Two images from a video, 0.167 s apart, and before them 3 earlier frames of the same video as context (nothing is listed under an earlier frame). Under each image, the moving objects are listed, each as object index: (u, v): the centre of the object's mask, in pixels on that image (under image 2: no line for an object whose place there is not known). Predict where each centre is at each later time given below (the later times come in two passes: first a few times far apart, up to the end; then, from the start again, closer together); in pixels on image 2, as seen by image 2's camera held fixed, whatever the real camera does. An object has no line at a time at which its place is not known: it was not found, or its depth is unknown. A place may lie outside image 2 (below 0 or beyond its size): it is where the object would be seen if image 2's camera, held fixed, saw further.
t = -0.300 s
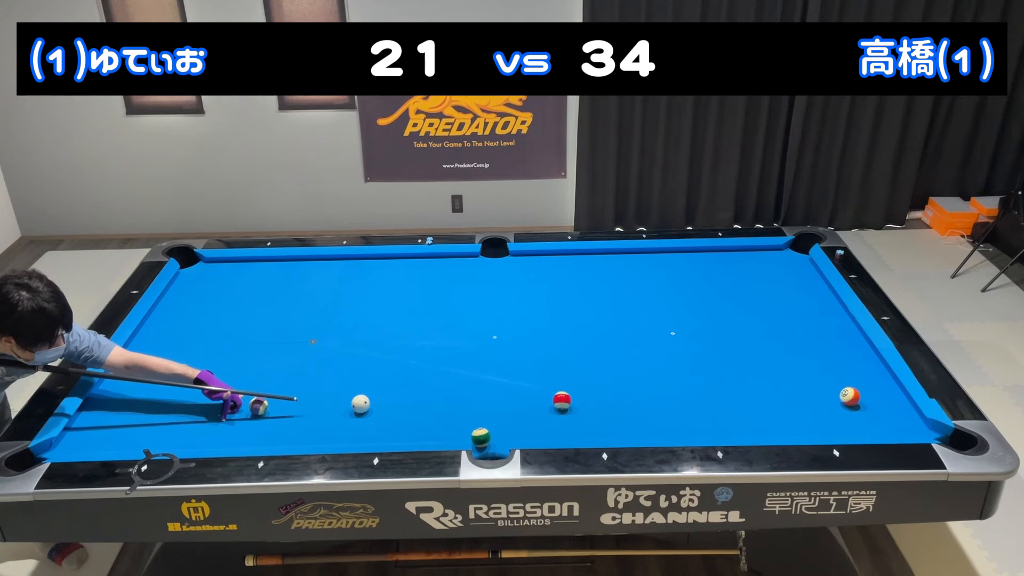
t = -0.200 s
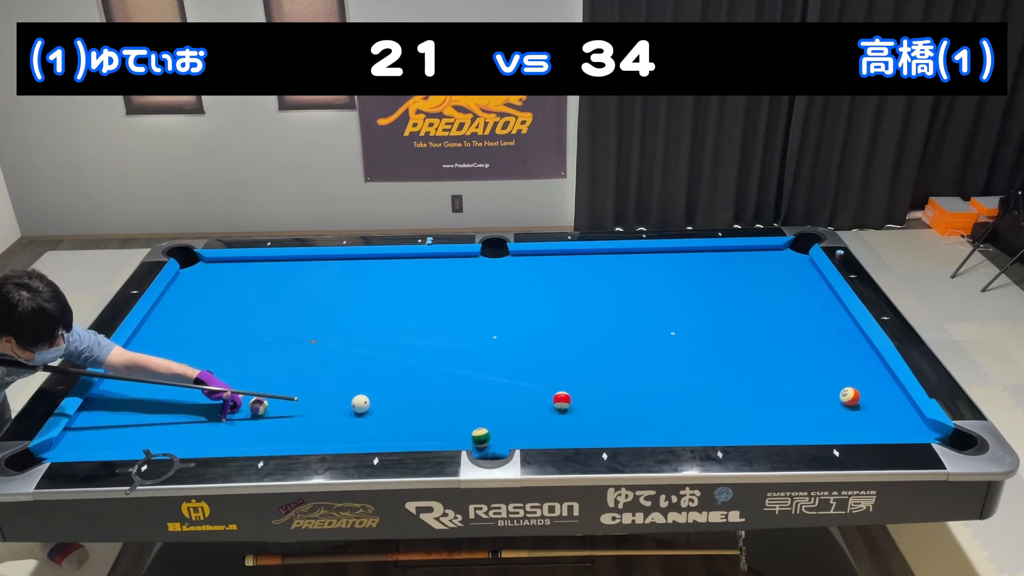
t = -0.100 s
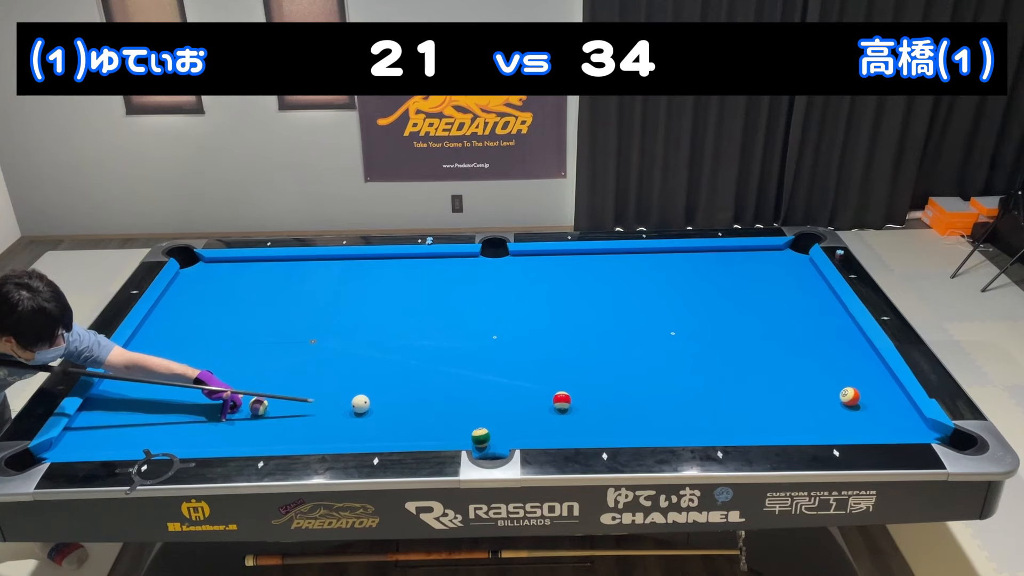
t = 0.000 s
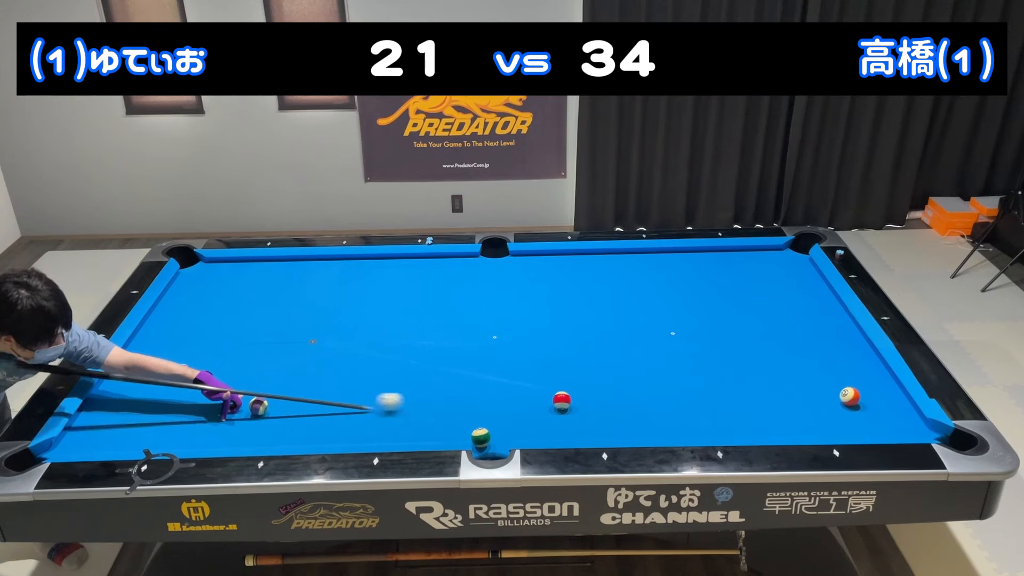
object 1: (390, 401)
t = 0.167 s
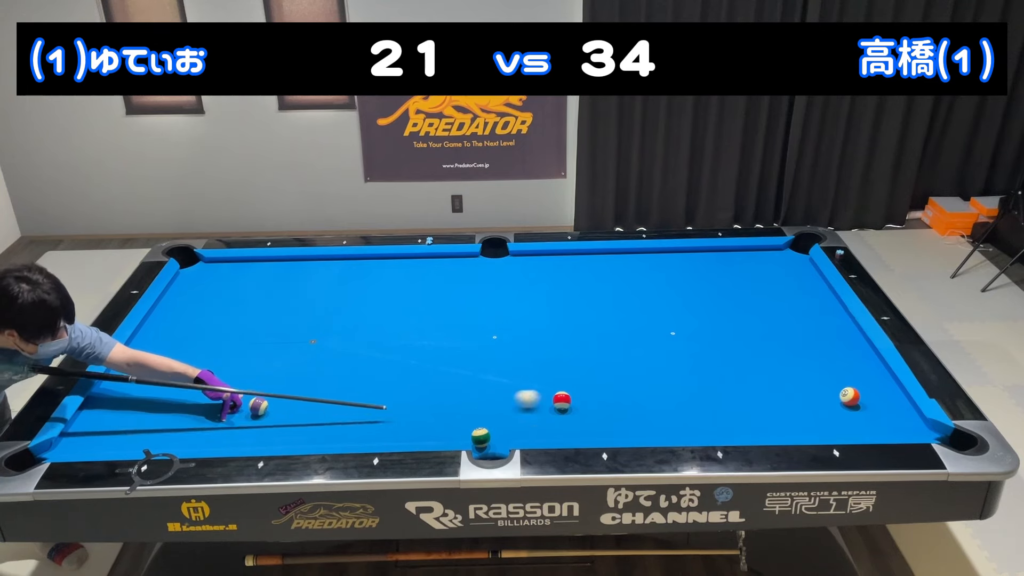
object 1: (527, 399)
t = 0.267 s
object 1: (545, 395)
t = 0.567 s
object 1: (549, 384)
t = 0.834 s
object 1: (552, 375)
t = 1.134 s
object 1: (555, 367)
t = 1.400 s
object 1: (556, 360)
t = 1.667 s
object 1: (558, 355)
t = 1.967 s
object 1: (559, 350)
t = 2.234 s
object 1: (559, 346)
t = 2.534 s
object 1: (560, 343)
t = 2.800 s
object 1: (560, 341)
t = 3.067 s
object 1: (560, 340)
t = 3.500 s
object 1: (560, 340)
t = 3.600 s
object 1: (560, 340)
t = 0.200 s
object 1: (544, 398)
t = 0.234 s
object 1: (545, 397)
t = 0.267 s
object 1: (545, 395)
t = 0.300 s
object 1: (546, 394)
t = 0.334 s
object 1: (546, 393)
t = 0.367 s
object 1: (546, 391)
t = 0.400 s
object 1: (547, 390)
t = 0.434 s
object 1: (547, 389)
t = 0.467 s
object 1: (548, 387)
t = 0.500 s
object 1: (548, 386)
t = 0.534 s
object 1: (549, 385)
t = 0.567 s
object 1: (549, 384)
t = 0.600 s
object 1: (549, 383)
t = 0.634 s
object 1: (550, 382)
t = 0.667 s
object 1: (550, 381)
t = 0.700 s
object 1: (550, 380)
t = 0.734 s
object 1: (551, 378)
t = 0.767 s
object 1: (551, 377)
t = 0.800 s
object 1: (551, 376)
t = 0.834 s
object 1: (552, 375)
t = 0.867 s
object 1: (552, 374)
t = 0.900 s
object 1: (552, 373)
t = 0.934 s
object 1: (553, 372)
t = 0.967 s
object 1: (553, 371)
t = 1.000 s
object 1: (553, 370)
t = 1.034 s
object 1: (554, 370)
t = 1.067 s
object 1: (554, 369)
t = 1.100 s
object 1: (554, 368)
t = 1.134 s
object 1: (555, 367)
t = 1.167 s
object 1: (555, 366)
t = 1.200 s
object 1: (555, 365)
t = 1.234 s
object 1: (555, 364)
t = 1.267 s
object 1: (555, 364)
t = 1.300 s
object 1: (556, 363)
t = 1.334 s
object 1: (556, 362)
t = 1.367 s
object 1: (556, 361)
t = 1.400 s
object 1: (556, 360)
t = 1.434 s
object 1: (557, 360)
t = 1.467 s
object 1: (557, 359)
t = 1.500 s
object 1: (557, 358)
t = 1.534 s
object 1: (557, 358)
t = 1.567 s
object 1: (557, 357)
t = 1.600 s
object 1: (558, 356)
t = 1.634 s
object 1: (558, 356)
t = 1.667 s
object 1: (558, 355)
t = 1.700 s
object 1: (558, 354)
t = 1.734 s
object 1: (558, 354)
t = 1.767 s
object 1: (558, 353)
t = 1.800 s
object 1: (558, 352)
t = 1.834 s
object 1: (558, 352)
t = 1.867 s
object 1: (558, 351)
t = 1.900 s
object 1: (558, 351)
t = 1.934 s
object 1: (558, 350)
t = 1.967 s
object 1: (559, 350)
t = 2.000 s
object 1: (559, 349)
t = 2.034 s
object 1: (559, 349)
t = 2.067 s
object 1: (559, 348)
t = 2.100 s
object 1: (559, 348)
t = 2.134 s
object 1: (559, 347)
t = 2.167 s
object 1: (559, 347)
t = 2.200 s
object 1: (559, 346)
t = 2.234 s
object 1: (559, 346)
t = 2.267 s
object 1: (559, 346)
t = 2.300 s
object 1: (559, 345)
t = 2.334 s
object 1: (559, 345)
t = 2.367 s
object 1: (559, 345)
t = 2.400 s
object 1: (559, 344)
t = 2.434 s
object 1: (559, 344)
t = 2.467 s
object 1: (559, 344)
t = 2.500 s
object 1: (559, 343)
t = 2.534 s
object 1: (560, 343)
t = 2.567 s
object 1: (560, 343)
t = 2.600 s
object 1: (560, 342)
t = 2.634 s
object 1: (560, 342)
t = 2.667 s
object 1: (560, 342)
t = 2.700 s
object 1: (560, 342)
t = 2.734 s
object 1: (560, 342)
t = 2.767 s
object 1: (560, 341)
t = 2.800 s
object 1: (560, 341)
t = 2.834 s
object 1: (560, 341)
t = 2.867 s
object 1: (560, 341)
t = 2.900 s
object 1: (560, 341)
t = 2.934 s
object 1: (560, 341)
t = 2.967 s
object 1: (560, 340)
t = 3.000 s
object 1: (560, 340)
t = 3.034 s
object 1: (560, 340)
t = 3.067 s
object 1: (560, 340)
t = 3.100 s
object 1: (560, 340)
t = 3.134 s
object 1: (560, 340)
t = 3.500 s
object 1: (560, 340)
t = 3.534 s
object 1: (560, 340)
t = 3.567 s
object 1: (560, 340)
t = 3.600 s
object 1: (560, 340)
